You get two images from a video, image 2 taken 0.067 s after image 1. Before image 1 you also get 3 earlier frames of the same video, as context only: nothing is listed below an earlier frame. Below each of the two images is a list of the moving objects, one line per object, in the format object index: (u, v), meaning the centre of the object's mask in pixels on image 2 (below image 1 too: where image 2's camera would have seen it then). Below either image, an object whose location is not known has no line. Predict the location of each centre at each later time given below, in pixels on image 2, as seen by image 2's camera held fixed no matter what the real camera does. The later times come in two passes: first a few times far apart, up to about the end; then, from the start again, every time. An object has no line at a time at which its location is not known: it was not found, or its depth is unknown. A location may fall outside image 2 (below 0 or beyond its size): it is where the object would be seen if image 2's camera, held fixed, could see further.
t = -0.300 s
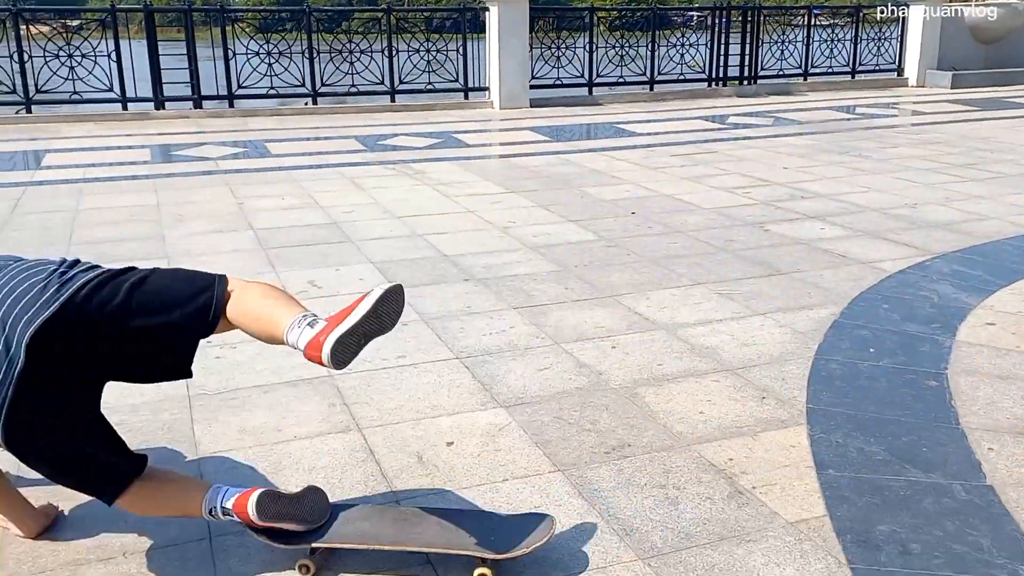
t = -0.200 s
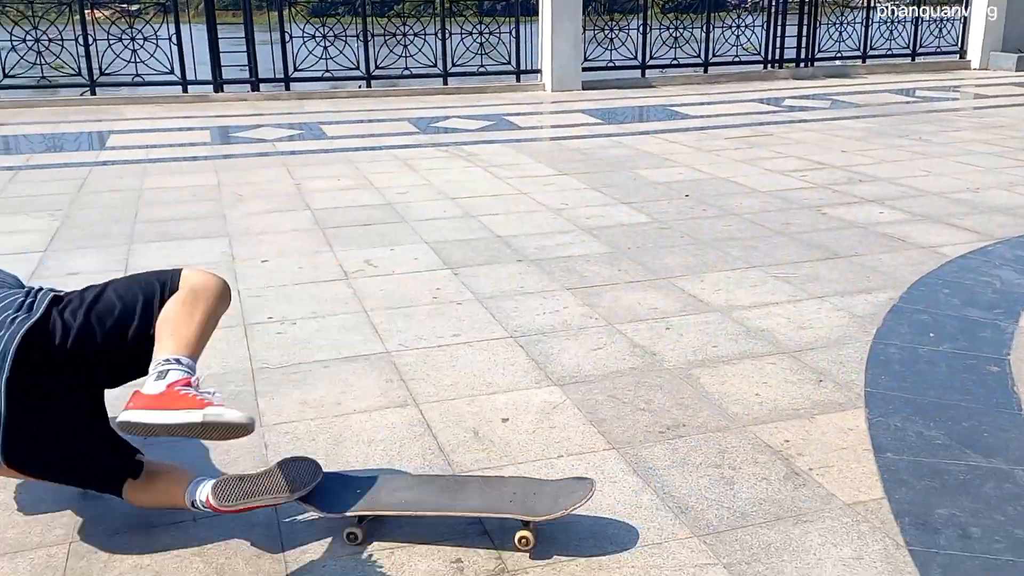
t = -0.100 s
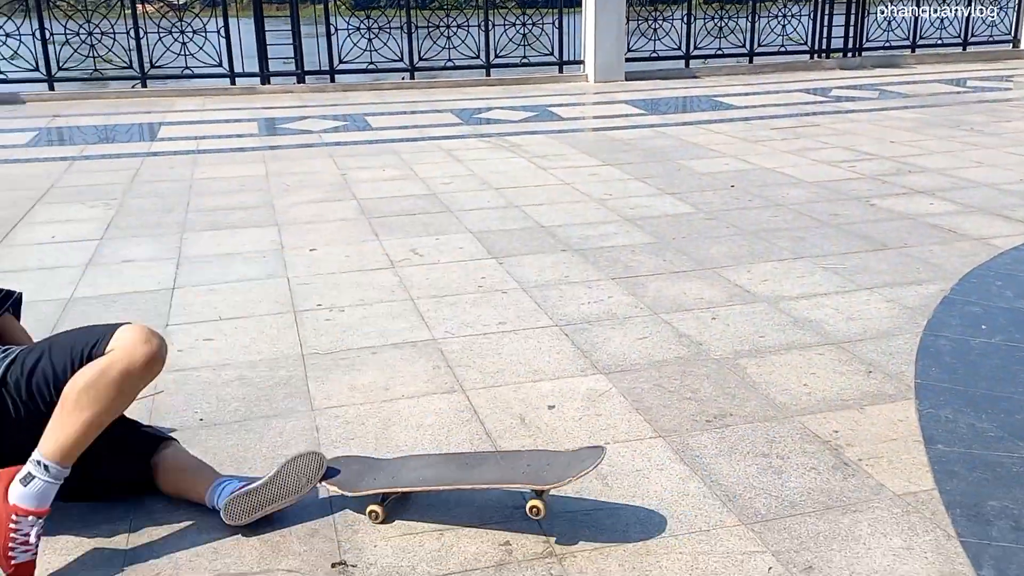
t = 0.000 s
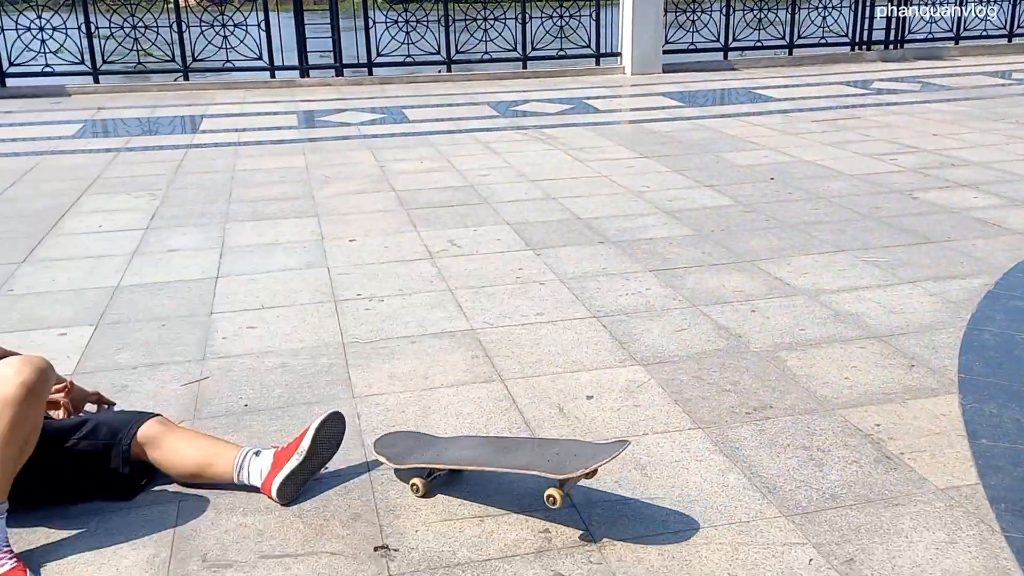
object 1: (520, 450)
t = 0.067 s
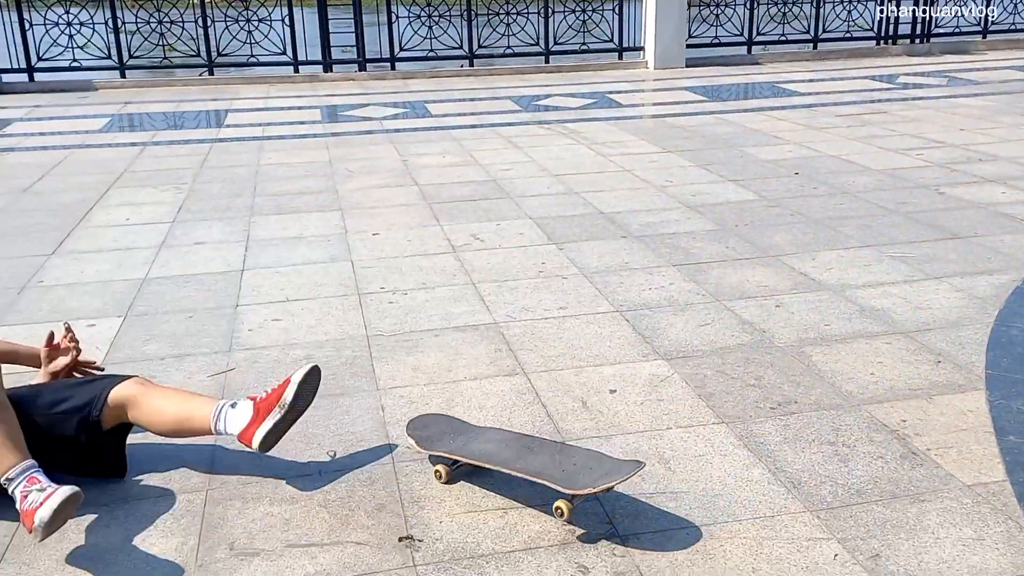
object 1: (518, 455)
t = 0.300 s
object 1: (517, 476)
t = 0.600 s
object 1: (525, 482)
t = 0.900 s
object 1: (534, 487)
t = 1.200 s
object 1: (544, 493)
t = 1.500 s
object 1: (555, 500)
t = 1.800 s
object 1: (568, 508)
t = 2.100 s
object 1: (581, 516)
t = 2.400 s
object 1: (596, 526)
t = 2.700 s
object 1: (614, 538)
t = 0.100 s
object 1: (517, 463)
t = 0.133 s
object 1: (517, 473)
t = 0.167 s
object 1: (516, 471)
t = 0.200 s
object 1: (516, 472)
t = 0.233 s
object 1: (516, 475)
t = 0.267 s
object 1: (516, 476)
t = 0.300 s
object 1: (517, 476)
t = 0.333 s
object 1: (518, 477)
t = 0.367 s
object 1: (519, 478)
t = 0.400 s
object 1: (519, 478)
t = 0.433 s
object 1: (520, 479)
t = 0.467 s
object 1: (521, 479)
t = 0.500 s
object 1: (522, 480)
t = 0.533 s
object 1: (523, 480)
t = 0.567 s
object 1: (524, 481)
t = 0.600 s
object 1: (525, 482)
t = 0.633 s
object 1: (526, 482)
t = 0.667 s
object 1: (527, 483)
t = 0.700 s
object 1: (528, 483)
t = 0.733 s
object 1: (529, 484)
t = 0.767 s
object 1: (530, 484)
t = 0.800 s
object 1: (531, 485)
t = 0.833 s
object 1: (532, 486)
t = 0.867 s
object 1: (533, 486)
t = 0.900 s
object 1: (534, 487)
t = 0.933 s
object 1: (535, 487)
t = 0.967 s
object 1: (536, 488)
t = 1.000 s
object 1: (537, 489)
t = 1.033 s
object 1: (538, 490)
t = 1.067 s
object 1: (539, 490)
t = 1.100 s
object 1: (540, 491)
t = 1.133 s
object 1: (542, 492)
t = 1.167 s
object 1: (543, 492)
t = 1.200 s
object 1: (544, 493)
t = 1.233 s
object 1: (545, 494)
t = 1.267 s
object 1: (546, 495)
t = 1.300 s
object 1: (548, 495)
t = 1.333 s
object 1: (549, 496)
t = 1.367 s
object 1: (550, 497)
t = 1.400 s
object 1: (552, 498)
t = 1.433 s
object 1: (553, 498)
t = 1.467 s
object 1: (554, 499)
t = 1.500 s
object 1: (555, 500)
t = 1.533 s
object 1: (557, 501)
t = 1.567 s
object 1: (558, 502)
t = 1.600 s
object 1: (559, 503)
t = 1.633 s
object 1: (561, 503)
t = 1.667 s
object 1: (562, 504)
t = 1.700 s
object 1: (563, 505)
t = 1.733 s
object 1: (565, 506)
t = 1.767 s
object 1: (566, 507)
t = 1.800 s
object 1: (568, 508)
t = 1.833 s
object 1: (569, 509)
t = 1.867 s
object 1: (570, 510)
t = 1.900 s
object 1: (572, 511)
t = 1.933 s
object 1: (573, 511)
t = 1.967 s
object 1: (575, 513)
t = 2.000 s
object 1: (576, 513)
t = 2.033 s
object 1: (578, 514)
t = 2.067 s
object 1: (579, 515)
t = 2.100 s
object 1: (581, 516)
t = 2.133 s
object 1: (582, 517)
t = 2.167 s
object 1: (584, 518)
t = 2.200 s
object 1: (586, 519)
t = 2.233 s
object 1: (587, 520)
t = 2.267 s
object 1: (589, 521)
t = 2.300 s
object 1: (591, 523)
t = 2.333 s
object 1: (593, 524)
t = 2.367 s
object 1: (595, 525)
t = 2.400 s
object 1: (596, 526)
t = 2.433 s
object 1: (598, 527)
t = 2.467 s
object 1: (600, 528)
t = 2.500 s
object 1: (602, 530)
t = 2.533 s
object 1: (604, 531)
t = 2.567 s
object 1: (606, 532)
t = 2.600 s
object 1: (608, 534)
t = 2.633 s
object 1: (610, 535)
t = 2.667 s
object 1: (612, 536)
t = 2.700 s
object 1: (614, 538)
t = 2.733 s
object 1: (616, 539)
